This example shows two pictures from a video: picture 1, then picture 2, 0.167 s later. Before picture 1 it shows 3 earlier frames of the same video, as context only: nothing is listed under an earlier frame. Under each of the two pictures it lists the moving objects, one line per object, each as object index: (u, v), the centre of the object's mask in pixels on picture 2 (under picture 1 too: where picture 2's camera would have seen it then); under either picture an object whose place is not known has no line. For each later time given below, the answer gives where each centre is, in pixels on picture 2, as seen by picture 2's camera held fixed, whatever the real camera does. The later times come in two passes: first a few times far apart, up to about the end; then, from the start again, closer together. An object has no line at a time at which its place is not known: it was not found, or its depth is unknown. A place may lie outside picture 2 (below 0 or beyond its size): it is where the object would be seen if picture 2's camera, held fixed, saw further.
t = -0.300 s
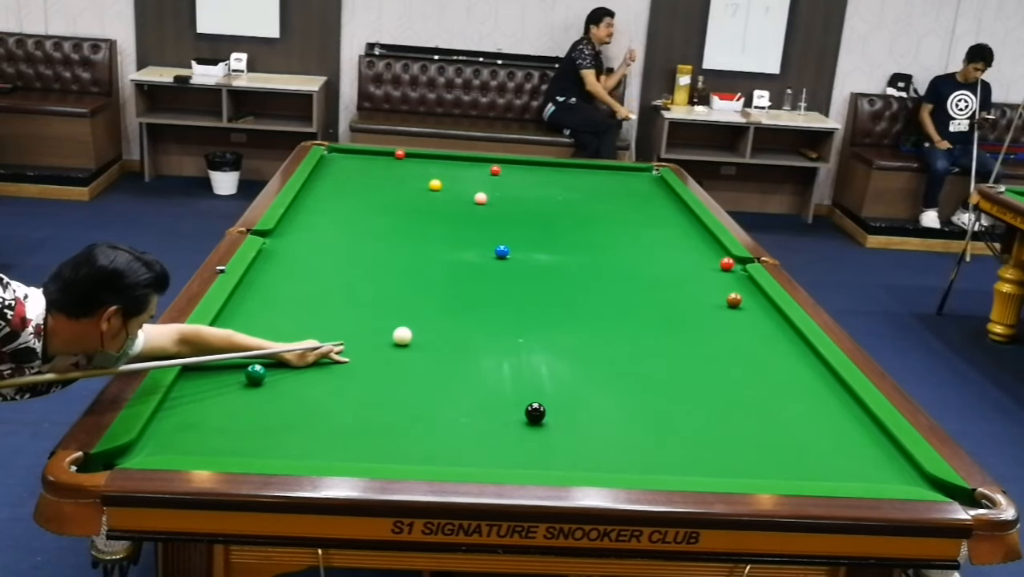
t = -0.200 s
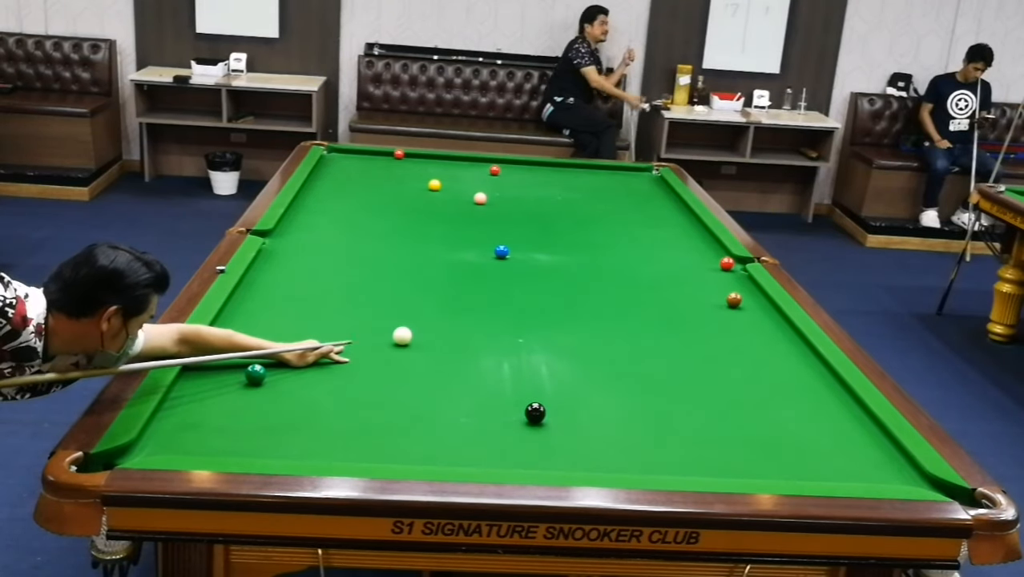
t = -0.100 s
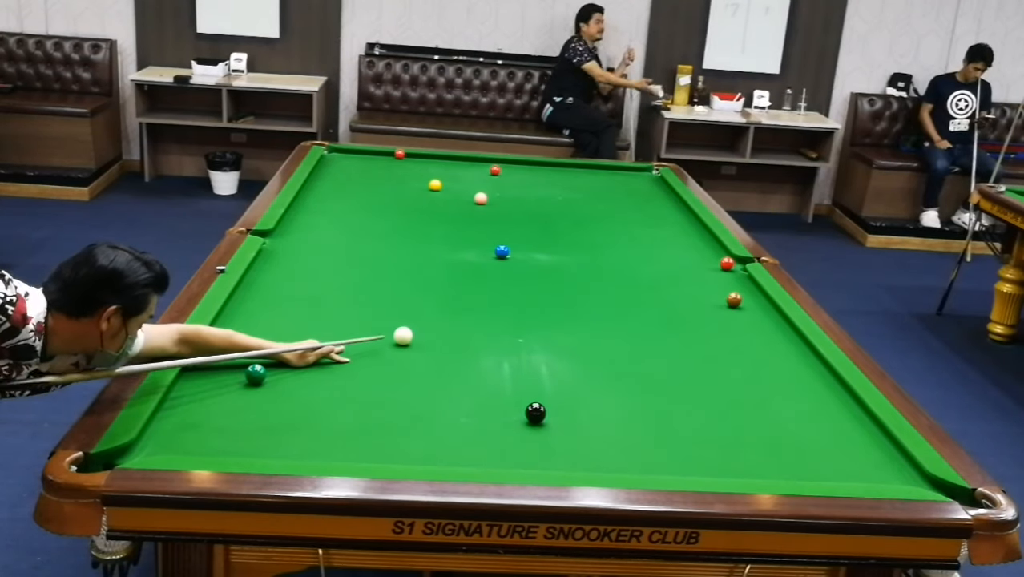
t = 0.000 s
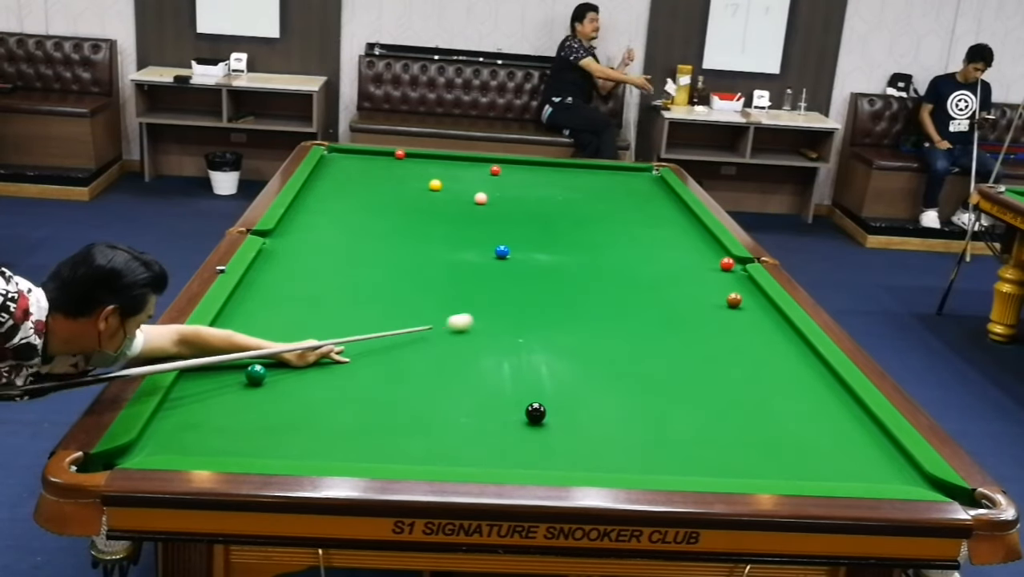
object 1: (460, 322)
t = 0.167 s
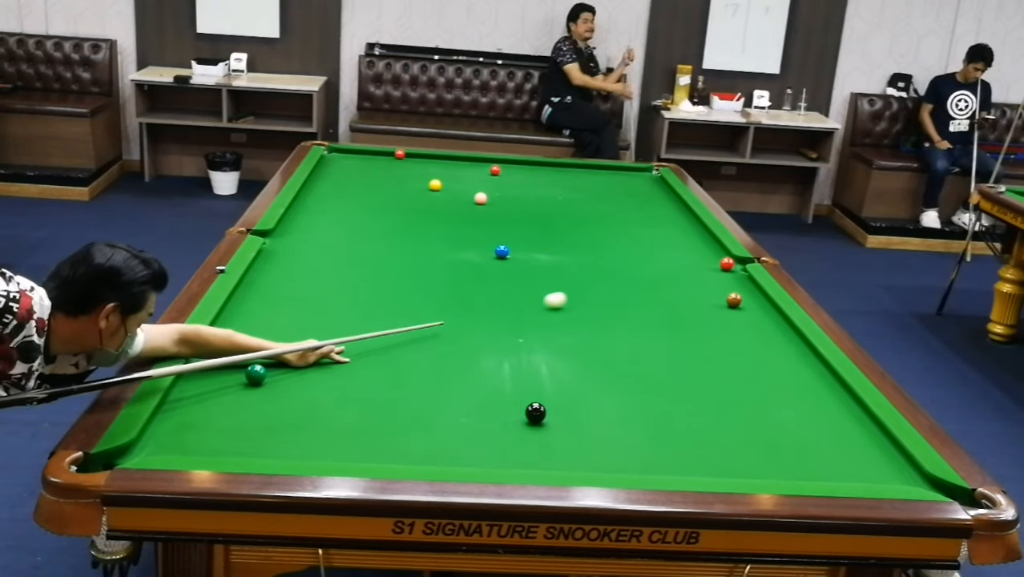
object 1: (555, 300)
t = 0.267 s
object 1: (603, 289)
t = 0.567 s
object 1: (711, 261)
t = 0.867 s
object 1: (705, 239)
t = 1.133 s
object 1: (694, 223)
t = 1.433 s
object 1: (671, 208)
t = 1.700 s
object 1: (654, 196)
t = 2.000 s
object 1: (637, 184)
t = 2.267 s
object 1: (623, 174)
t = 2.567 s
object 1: (612, 168)
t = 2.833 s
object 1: (609, 174)
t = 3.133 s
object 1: (607, 180)
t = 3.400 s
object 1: (605, 186)
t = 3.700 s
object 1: (602, 192)
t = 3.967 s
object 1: (600, 198)
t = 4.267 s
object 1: (597, 205)
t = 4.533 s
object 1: (596, 210)
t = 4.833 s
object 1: (594, 216)
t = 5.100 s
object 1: (592, 222)
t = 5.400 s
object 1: (590, 227)
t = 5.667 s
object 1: (588, 232)
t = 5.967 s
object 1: (587, 238)
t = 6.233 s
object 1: (586, 243)
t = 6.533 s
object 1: (584, 248)
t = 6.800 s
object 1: (583, 252)
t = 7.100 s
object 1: (582, 256)
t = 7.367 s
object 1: (581, 260)
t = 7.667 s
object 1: (580, 263)
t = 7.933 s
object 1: (579, 266)
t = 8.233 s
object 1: (578, 268)
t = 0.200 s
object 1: (572, 296)
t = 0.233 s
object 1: (588, 293)
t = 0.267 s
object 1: (603, 289)
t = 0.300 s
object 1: (618, 286)
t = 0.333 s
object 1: (633, 282)
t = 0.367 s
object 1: (648, 279)
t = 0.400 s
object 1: (662, 276)
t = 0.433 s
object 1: (675, 272)
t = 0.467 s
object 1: (689, 269)
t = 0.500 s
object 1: (702, 266)
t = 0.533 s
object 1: (713, 263)
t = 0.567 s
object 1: (711, 261)
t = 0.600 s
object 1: (708, 258)
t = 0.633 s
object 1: (706, 256)
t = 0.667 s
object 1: (705, 253)
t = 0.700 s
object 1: (704, 251)
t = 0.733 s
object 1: (704, 248)
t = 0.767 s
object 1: (704, 246)
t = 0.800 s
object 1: (704, 244)
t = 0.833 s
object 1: (705, 241)
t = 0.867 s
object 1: (705, 239)
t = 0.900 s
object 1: (706, 237)
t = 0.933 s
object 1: (706, 234)
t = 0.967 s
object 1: (706, 232)
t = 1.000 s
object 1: (705, 230)
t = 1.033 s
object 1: (702, 228)
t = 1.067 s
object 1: (699, 227)
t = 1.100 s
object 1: (696, 225)
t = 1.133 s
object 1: (694, 223)
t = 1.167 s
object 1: (691, 221)
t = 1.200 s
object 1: (688, 219)
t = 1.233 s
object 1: (686, 218)
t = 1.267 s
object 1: (683, 216)
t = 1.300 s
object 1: (681, 214)
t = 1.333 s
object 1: (678, 212)
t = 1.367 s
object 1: (676, 211)
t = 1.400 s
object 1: (674, 209)
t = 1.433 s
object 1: (671, 208)
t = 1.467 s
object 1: (669, 206)
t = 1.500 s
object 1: (667, 204)
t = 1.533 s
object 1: (665, 203)
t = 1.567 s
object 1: (662, 201)
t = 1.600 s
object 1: (660, 200)
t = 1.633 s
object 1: (658, 198)
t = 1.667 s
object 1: (656, 197)
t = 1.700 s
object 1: (654, 196)
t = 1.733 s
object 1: (652, 194)
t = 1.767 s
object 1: (650, 193)
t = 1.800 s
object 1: (648, 192)
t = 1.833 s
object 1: (646, 190)
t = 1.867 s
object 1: (644, 189)
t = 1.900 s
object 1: (642, 187)
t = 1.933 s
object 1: (640, 186)
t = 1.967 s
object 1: (639, 185)
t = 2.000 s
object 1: (637, 184)
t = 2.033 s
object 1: (635, 182)
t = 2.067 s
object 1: (633, 181)
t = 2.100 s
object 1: (632, 180)
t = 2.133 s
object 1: (630, 179)
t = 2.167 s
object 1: (628, 178)
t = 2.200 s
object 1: (626, 177)
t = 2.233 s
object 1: (625, 175)
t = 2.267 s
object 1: (623, 174)
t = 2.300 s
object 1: (621, 173)
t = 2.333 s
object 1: (620, 172)
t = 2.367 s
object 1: (618, 171)
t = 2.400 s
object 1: (617, 170)
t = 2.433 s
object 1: (615, 169)
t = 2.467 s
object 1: (614, 168)
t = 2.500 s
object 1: (612, 167)
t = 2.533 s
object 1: (612, 168)
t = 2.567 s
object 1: (612, 168)
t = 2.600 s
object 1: (612, 169)
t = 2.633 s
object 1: (611, 170)
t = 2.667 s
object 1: (611, 171)
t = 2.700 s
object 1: (611, 171)
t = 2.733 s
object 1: (610, 172)
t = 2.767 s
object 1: (610, 173)
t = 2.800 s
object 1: (610, 173)
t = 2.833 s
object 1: (609, 174)
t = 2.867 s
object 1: (609, 175)
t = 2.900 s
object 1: (609, 175)
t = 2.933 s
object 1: (609, 176)
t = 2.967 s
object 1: (608, 177)
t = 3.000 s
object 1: (608, 178)
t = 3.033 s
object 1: (608, 178)
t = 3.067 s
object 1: (607, 179)
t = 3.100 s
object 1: (607, 180)
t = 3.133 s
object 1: (607, 180)
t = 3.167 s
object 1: (606, 181)
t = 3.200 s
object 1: (606, 182)
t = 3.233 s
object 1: (606, 183)
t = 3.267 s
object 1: (605, 183)
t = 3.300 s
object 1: (605, 184)
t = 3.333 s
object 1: (605, 185)
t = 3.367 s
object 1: (605, 185)
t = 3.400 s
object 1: (605, 186)
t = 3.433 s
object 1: (604, 187)
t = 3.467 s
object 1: (604, 188)
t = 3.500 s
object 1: (603, 188)
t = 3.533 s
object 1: (603, 189)
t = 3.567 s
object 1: (603, 190)
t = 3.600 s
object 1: (603, 190)
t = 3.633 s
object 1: (602, 191)
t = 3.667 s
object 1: (602, 192)
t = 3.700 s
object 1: (602, 192)
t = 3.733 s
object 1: (601, 193)
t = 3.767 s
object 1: (601, 194)
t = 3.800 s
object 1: (601, 195)
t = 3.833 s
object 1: (601, 195)
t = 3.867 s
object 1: (600, 196)
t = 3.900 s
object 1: (600, 197)
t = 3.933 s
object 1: (600, 198)
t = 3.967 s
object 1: (600, 198)
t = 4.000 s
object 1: (599, 199)
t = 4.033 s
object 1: (599, 199)
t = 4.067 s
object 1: (599, 200)
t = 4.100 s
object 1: (599, 201)
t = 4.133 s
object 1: (598, 202)
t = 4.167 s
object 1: (598, 202)
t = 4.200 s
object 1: (598, 203)
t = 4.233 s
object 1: (598, 204)
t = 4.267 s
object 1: (597, 205)
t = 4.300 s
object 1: (597, 205)
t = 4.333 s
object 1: (597, 206)
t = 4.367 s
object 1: (597, 207)
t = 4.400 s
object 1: (596, 207)
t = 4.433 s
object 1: (596, 208)
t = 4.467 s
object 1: (596, 209)
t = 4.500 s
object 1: (596, 210)
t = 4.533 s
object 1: (596, 210)
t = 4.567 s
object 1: (595, 211)
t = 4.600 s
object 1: (595, 212)
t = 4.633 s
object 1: (595, 212)
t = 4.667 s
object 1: (595, 213)
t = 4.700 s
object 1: (594, 213)
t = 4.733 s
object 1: (594, 214)
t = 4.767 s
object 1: (594, 215)
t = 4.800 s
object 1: (594, 216)
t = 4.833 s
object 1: (594, 216)
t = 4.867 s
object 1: (593, 217)
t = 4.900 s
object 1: (593, 218)
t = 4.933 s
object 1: (593, 219)
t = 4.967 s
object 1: (593, 219)
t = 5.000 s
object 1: (593, 220)
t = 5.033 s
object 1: (592, 220)
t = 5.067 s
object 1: (592, 221)
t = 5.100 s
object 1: (592, 222)
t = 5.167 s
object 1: (592, 223)
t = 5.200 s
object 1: (591, 223)
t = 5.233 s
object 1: (591, 224)
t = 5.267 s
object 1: (591, 224)
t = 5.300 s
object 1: (591, 225)
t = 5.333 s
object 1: (590, 226)
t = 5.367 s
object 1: (590, 227)
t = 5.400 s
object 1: (590, 227)
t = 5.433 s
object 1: (590, 228)
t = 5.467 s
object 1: (590, 228)
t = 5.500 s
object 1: (589, 229)
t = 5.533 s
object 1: (589, 230)
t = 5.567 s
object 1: (589, 230)
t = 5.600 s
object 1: (589, 231)
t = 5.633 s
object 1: (589, 231)
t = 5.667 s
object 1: (588, 232)
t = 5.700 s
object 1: (588, 233)
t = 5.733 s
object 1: (588, 234)
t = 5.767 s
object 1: (588, 234)
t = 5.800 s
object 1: (588, 235)
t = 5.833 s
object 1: (587, 235)
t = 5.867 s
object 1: (587, 236)
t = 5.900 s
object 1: (587, 237)
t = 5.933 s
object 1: (587, 237)
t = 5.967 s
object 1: (587, 238)
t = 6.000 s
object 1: (587, 238)
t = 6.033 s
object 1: (587, 239)
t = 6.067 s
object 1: (586, 240)
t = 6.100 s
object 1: (586, 240)
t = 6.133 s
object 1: (586, 241)
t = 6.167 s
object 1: (586, 241)
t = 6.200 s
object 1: (586, 242)
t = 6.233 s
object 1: (586, 243)
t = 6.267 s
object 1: (585, 243)
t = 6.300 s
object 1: (585, 244)
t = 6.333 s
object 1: (585, 244)
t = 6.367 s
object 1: (585, 245)
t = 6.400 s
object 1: (585, 245)
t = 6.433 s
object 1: (585, 246)
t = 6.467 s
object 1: (585, 246)
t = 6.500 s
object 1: (584, 247)
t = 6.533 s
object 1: (584, 248)
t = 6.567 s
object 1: (584, 248)
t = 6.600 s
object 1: (584, 249)
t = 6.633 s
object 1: (584, 249)
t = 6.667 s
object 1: (584, 250)
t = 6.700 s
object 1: (584, 250)
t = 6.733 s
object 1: (584, 251)
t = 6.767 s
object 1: (583, 251)
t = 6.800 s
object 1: (583, 252)
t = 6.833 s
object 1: (583, 252)
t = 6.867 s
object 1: (583, 253)
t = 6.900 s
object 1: (583, 253)
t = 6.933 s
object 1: (583, 254)
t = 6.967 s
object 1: (582, 254)
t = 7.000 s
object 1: (582, 255)
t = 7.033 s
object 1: (582, 255)
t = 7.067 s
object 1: (582, 256)
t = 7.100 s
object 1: (582, 256)
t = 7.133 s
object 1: (582, 256)
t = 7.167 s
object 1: (582, 257)
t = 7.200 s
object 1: (581, 257)
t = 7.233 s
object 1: (581, 258)
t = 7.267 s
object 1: (581, 258)
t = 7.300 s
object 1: (581, 259)
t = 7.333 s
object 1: (581, 259)
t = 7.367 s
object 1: (581, 260)
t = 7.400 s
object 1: (581, 260)
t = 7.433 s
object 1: (581, 260)
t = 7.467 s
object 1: (580, 261)
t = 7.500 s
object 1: (580, 261)
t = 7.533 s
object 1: (580, 262)
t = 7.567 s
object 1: (580, 262)
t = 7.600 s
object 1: (580, 262)
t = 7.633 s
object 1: (580, 262)
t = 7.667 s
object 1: (580, 263)
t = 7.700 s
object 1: (580, 263)
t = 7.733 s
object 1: (580, 264)
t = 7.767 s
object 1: (579, 264)
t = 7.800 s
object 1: (579, 264)
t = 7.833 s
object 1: (579, 265)
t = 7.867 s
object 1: (579, 265)
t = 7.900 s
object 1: (579, 265)
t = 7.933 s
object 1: (579, 266)
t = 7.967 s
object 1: (579, 266)
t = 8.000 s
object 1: (579, 266)
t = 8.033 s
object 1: (579, 266)
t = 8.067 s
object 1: (578, 267)
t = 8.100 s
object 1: (578, 267)
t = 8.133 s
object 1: (578, 267)
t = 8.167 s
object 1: (578, 267)
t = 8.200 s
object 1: (578, 267)
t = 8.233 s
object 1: (578, 268)
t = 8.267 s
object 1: (578, 268)
